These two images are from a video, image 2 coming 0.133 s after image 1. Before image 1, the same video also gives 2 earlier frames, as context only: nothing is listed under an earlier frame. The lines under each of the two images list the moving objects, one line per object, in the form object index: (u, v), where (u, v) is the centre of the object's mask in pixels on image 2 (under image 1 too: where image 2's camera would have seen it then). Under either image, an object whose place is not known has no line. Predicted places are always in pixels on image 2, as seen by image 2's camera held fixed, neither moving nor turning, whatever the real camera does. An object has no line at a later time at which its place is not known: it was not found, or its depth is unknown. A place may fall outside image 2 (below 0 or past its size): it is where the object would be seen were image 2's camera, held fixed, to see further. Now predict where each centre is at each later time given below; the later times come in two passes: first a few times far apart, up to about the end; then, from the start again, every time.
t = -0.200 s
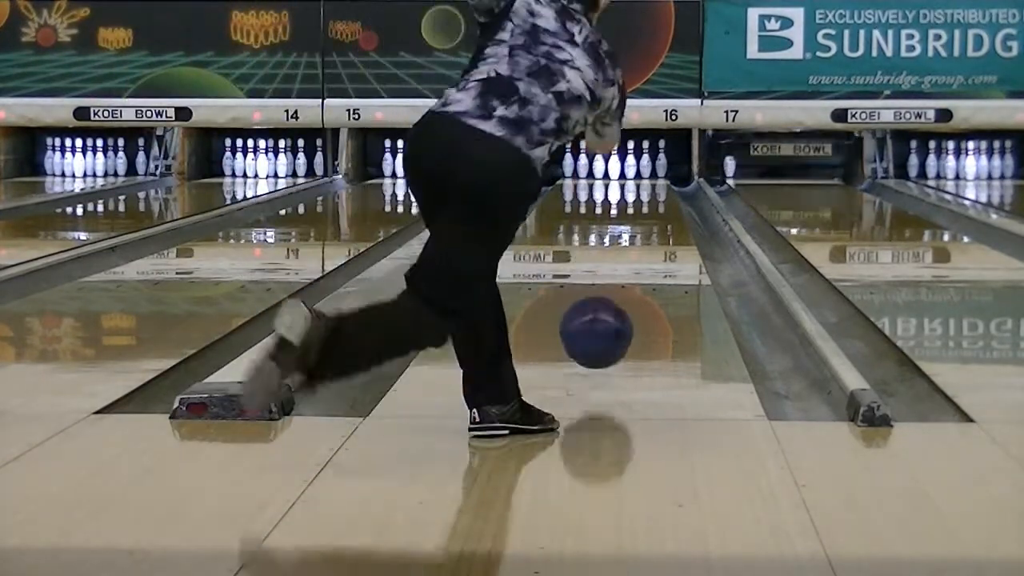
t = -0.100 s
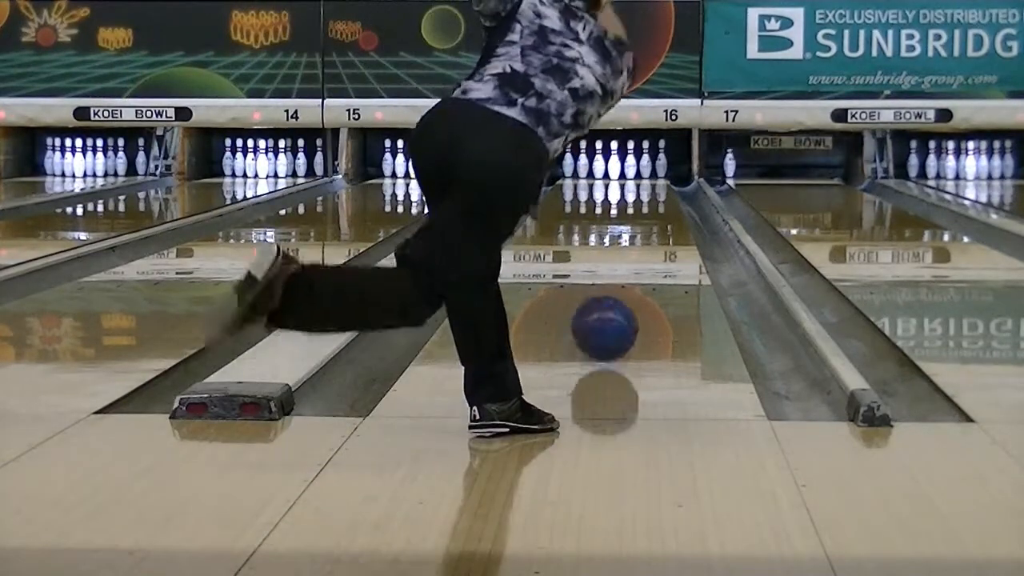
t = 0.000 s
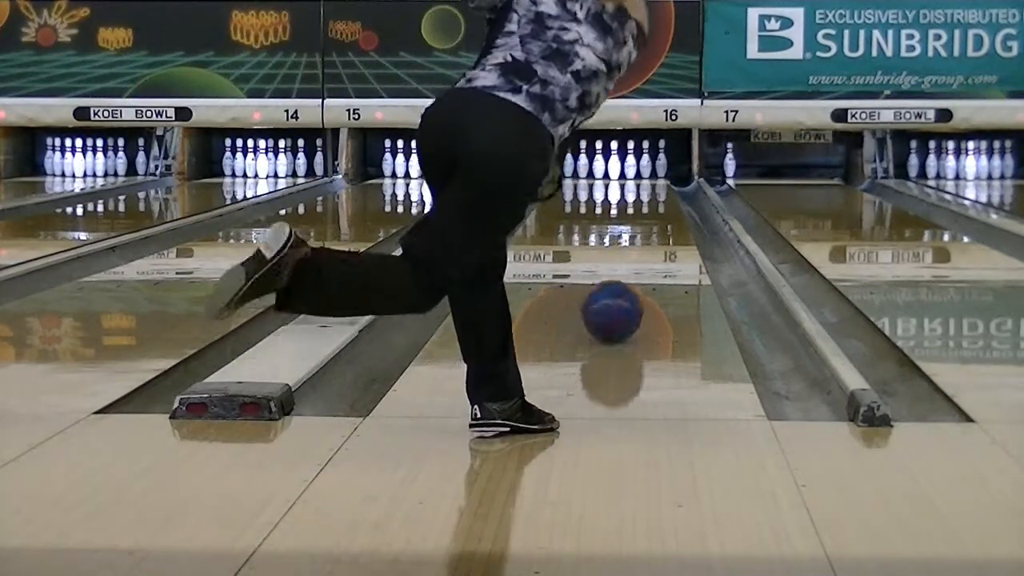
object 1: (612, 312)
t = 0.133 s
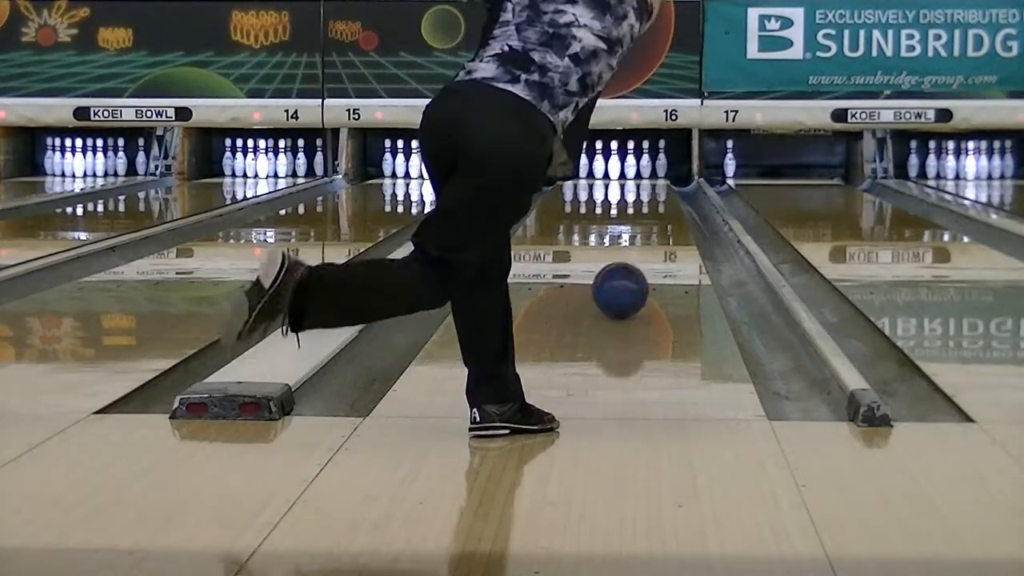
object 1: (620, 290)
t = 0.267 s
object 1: (626, 273)
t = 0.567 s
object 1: (637, 245)
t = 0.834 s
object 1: (644, 226)
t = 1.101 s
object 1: (648, 210)
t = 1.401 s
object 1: (651, 197)
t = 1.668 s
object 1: (649, 188)
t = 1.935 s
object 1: (642, 181)
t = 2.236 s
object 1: (629, 175)
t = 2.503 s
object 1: (615, 170)
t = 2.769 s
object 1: (605, 168)
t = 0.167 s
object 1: (622, 286)
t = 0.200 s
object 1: (623, 281)
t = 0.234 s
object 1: (625, 277)
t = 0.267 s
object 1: (626, 273)
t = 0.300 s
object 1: (628, 269)
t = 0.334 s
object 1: (629, 266)
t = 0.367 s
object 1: (631, 263)
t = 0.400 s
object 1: (632, 259)
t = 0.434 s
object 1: (633, 256)
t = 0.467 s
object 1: (634, 254)
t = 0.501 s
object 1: (635, 251)
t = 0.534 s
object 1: (636, 248)
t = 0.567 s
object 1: (637, 245)
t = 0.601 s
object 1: (638, 242)
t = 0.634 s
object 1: (639, 239)
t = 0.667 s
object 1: (640, 237)
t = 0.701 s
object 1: (641, 235)
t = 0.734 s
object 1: (641, 233)
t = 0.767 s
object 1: (642, 231)
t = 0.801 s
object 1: (643, 228)
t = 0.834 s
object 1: (644, 226)
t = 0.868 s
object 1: (644, 224)
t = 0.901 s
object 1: (645, 222)
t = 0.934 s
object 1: (646, 220)
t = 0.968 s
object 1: (646, 218)
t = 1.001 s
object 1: (647, 216)
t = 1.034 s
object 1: (647, 214)
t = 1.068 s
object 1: (648, 212)
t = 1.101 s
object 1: (648, 210)
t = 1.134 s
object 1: (649, 209)
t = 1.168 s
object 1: (649, 207)
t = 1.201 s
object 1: (650, 205)
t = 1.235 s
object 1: (649, 204)
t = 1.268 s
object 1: (650, 203)
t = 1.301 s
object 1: (650, 201)
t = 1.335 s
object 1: (650, 200)
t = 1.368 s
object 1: (651, 199)
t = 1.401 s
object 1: (651, 197)
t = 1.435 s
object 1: (651, 196)
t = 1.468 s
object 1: (651, 195)
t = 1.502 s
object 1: (650, 194)
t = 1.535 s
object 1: (650, 193)
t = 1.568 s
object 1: (650, 192)
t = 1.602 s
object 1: (650, 190)
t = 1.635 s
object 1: (649, 189)
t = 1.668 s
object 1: (649, 188)
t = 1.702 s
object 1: (648, 187)
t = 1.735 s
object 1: (648, 186)
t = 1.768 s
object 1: (646, 185)
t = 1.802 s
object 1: (646, 184)
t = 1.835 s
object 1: (645, 183)
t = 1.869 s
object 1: (644, 183)
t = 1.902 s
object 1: (643, 182)
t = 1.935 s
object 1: (642, 181)
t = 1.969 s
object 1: (641, 180)
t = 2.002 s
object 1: (640, 179)
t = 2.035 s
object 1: (639, 179)
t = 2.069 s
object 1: (637, 178)
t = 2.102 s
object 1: (635, 177)
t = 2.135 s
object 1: (634, 177)
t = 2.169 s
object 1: (633, 176)
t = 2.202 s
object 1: (631, 176)
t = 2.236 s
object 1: (629, 175)
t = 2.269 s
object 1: (628, 174)
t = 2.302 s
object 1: (625, 174)
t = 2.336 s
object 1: (624, 173)
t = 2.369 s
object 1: (622, 172)
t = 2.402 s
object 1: (620, 171)
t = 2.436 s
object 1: (618, 171)
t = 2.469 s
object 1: (617, 171)
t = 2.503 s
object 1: (615, 170)
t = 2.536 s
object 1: (614, 170)
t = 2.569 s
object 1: (613, 169)
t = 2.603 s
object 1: (611, 169)
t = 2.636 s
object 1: (609, 168)
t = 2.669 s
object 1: (608, 168)
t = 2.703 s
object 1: (606, 168)
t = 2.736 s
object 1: (606, 168)
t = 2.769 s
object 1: (605, 168)
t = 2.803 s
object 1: (605, 167)
